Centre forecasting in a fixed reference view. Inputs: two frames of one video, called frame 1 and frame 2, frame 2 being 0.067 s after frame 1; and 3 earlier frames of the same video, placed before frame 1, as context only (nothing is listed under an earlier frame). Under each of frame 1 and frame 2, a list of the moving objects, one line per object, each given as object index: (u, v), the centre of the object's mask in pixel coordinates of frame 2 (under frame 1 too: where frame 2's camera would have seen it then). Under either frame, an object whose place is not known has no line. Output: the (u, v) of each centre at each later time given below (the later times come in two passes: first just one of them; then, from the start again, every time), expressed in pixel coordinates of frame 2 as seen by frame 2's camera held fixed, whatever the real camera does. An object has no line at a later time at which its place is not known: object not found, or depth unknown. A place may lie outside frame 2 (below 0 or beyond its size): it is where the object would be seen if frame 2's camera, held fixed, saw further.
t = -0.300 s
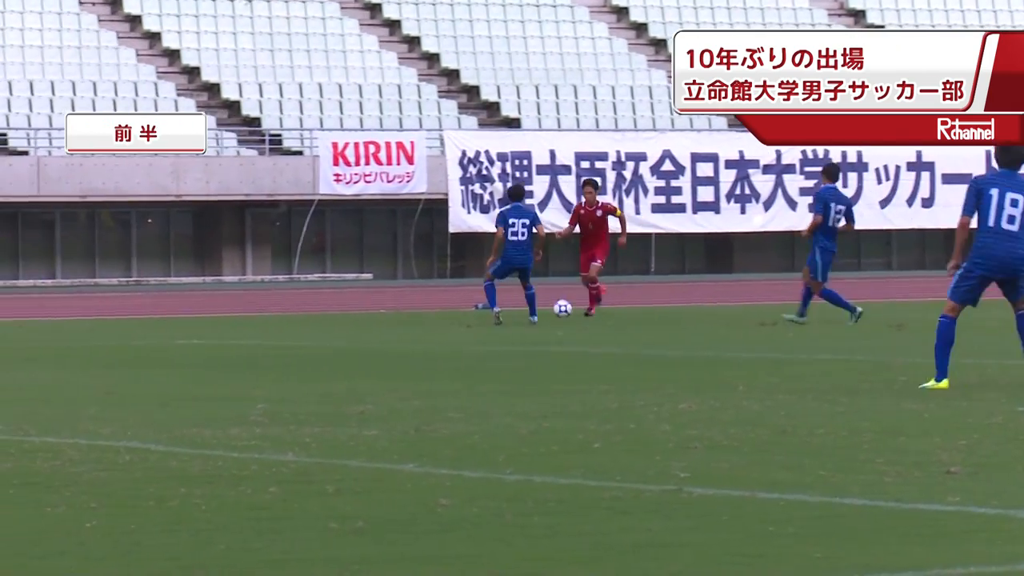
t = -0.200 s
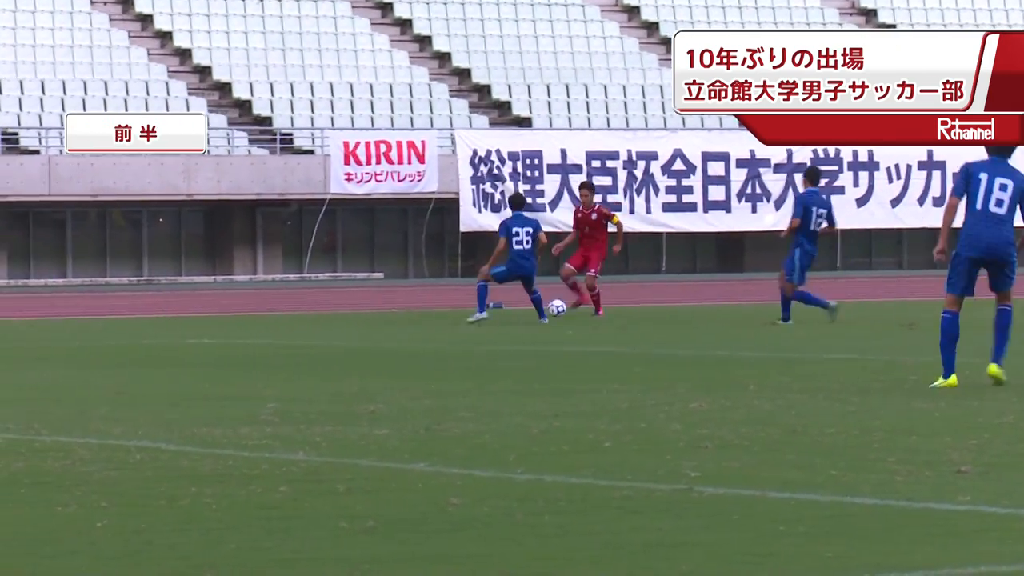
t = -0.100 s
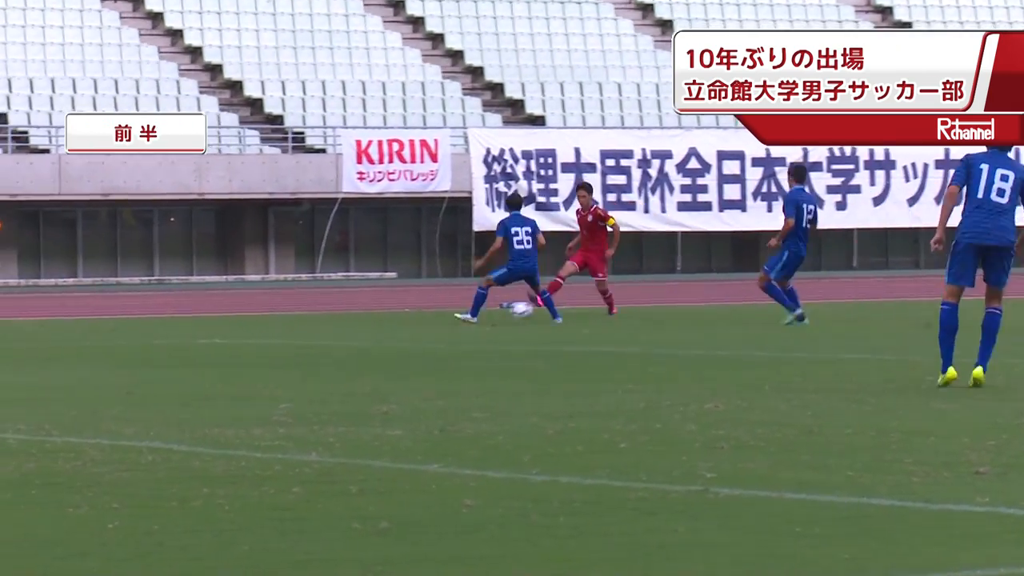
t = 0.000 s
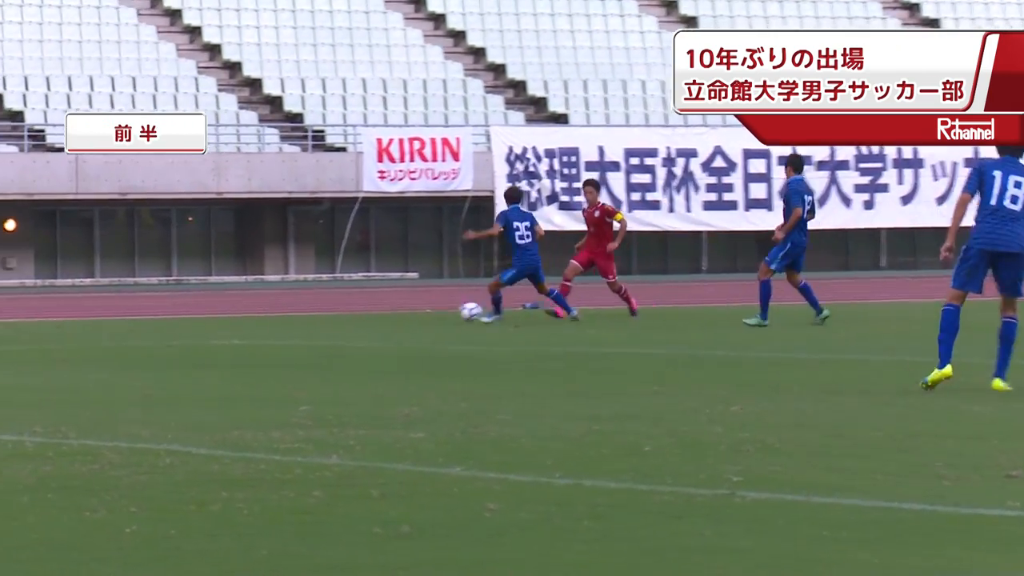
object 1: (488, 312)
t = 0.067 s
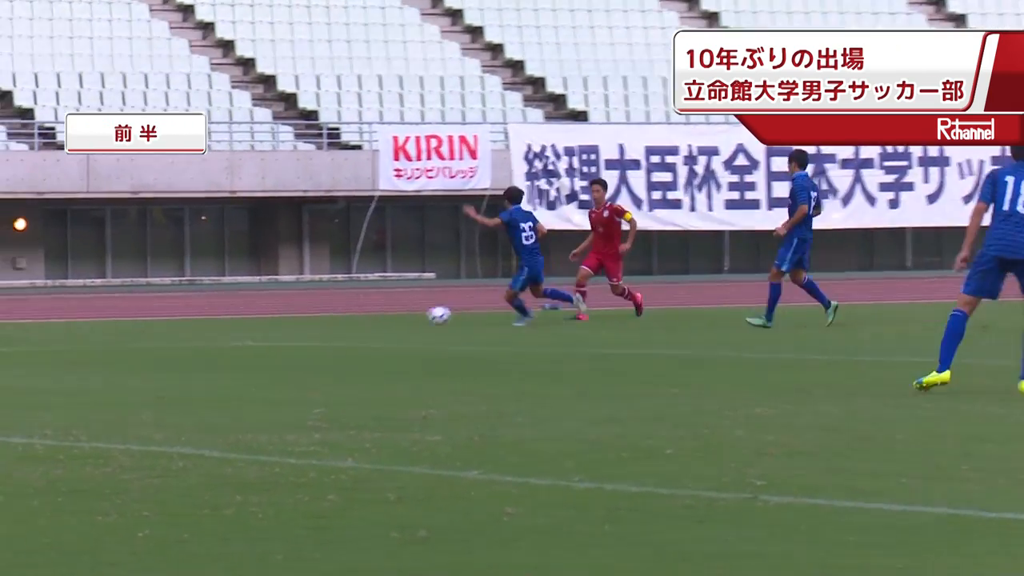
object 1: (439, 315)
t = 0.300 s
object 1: (278, 321)
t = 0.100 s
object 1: (415, 316)
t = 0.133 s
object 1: (391, 316)
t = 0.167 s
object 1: (368, 317)
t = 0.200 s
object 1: (345, 318)
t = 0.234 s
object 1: (322, 320)
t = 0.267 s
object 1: (299, 321)
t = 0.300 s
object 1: (278, 321)
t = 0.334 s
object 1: (256, 321)
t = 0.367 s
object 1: (235, 321)
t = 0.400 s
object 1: (214, 323)
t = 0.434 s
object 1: (193, 325)
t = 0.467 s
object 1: (173, 325)
